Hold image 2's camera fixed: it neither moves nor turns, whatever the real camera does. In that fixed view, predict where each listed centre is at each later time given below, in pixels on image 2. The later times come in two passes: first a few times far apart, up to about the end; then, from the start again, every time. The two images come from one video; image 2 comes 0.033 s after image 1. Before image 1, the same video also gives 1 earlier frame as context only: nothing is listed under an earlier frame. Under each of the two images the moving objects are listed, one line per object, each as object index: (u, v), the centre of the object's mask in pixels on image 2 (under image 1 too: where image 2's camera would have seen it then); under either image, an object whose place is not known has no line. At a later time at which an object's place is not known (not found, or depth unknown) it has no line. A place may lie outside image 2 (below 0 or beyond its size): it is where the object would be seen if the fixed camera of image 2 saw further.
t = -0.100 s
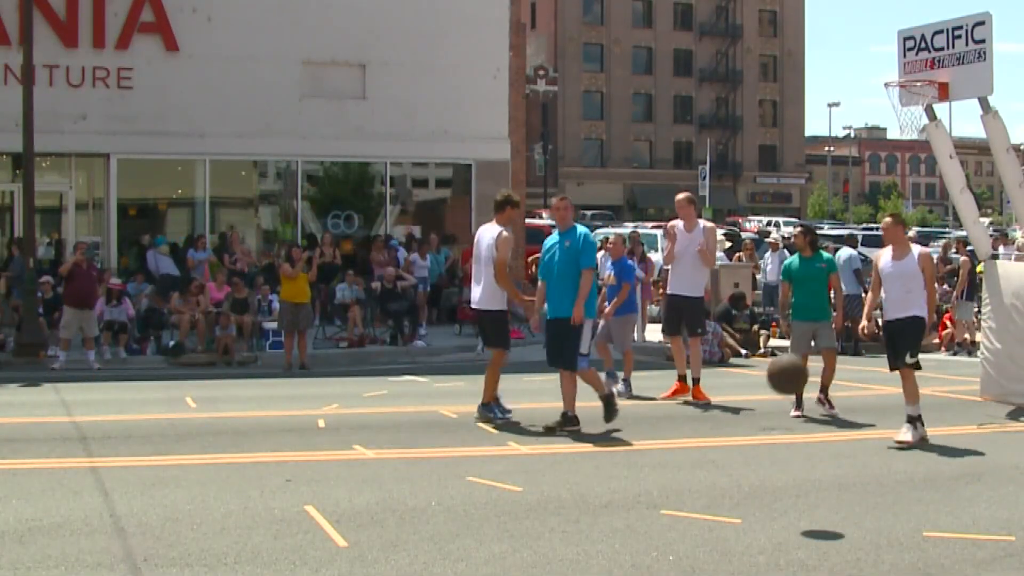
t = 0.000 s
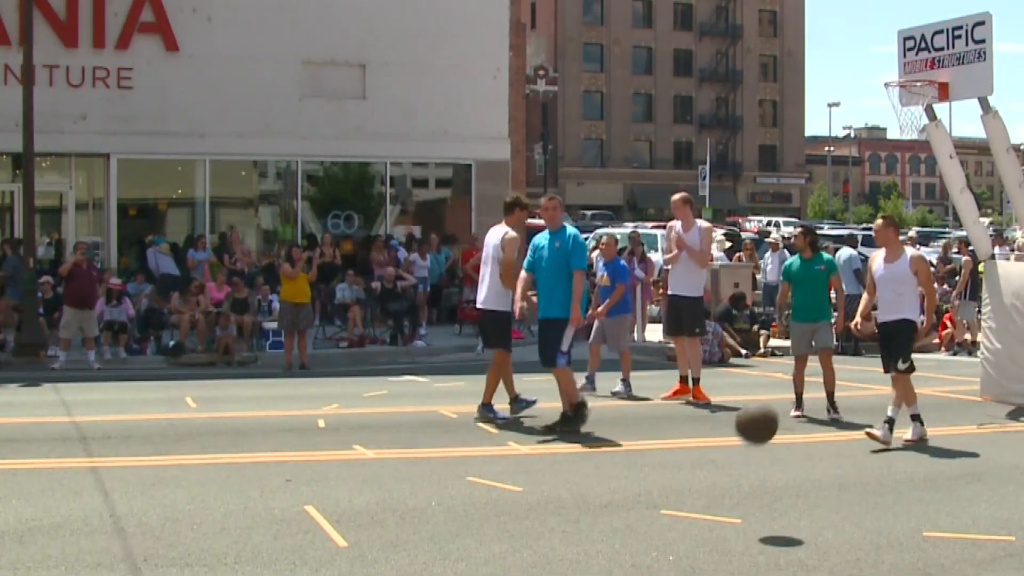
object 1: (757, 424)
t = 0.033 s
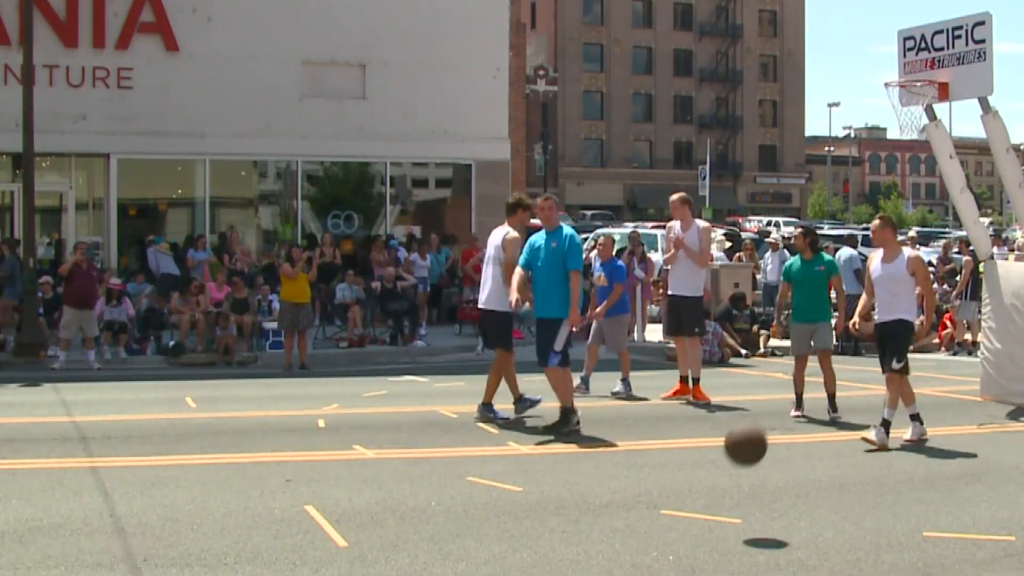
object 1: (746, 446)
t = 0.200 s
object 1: (690, 496)
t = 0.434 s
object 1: (605, 429)
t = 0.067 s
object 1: (735, 470)
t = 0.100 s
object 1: (723, 496)
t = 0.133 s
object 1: (712, 525)
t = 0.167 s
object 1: (701, 513)
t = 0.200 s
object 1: (690, 496)
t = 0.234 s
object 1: (679, 481)
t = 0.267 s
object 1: (667, 467)
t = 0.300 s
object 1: (655, 456)
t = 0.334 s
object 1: (643, 446)
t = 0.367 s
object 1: (631, 438)
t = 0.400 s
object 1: (618, 433)
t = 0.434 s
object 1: (605, 429)
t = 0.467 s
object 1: (591, 426)
